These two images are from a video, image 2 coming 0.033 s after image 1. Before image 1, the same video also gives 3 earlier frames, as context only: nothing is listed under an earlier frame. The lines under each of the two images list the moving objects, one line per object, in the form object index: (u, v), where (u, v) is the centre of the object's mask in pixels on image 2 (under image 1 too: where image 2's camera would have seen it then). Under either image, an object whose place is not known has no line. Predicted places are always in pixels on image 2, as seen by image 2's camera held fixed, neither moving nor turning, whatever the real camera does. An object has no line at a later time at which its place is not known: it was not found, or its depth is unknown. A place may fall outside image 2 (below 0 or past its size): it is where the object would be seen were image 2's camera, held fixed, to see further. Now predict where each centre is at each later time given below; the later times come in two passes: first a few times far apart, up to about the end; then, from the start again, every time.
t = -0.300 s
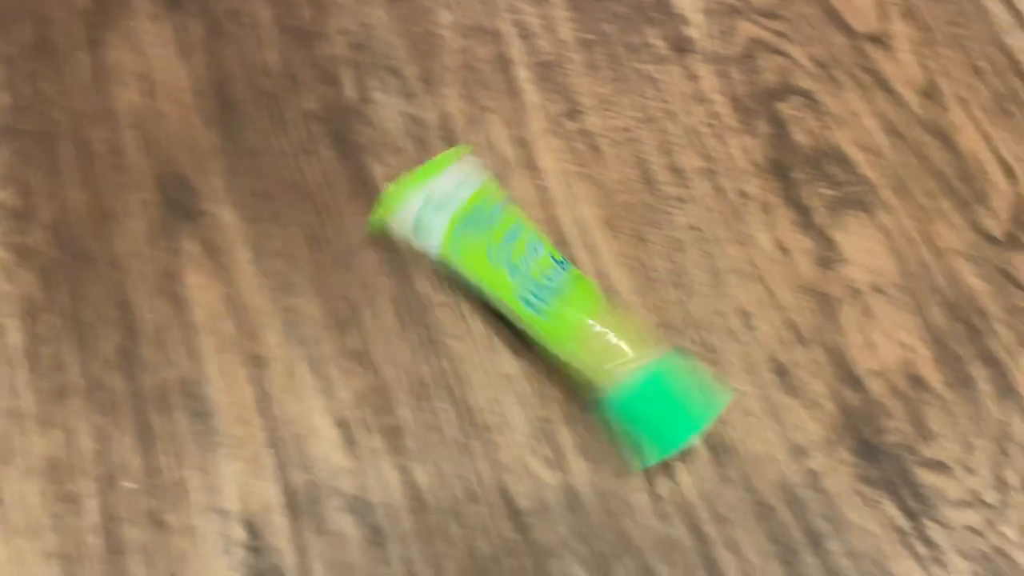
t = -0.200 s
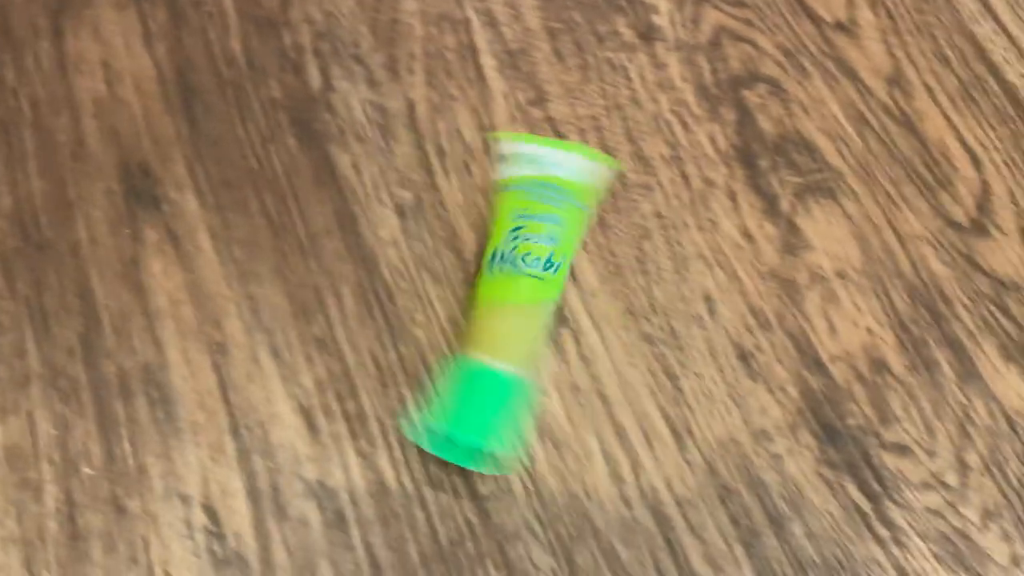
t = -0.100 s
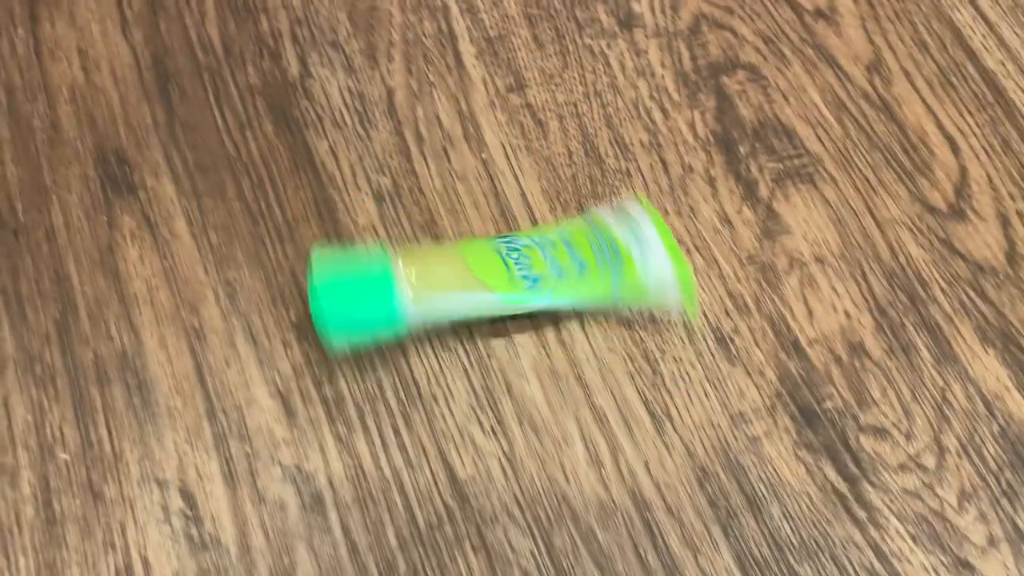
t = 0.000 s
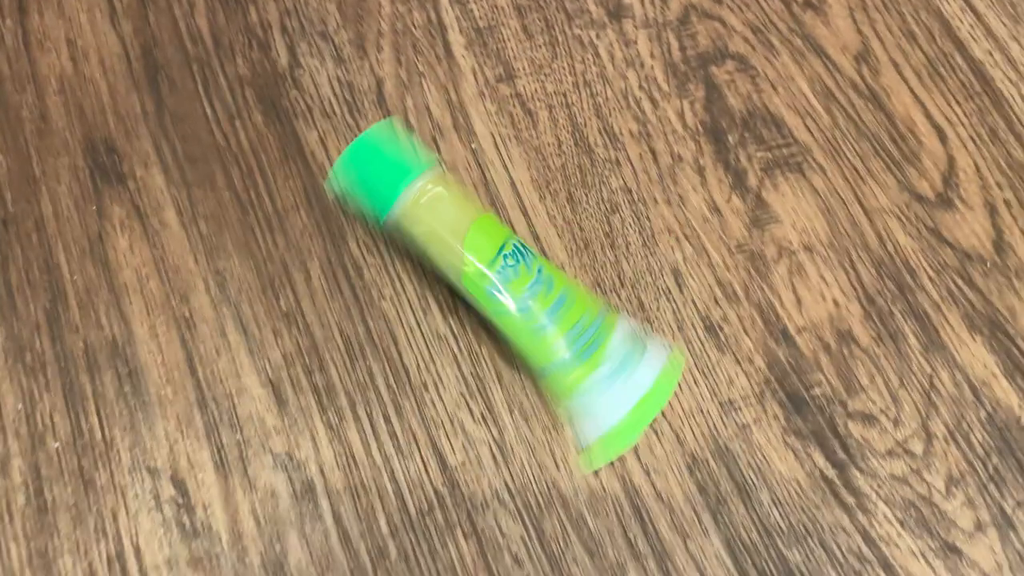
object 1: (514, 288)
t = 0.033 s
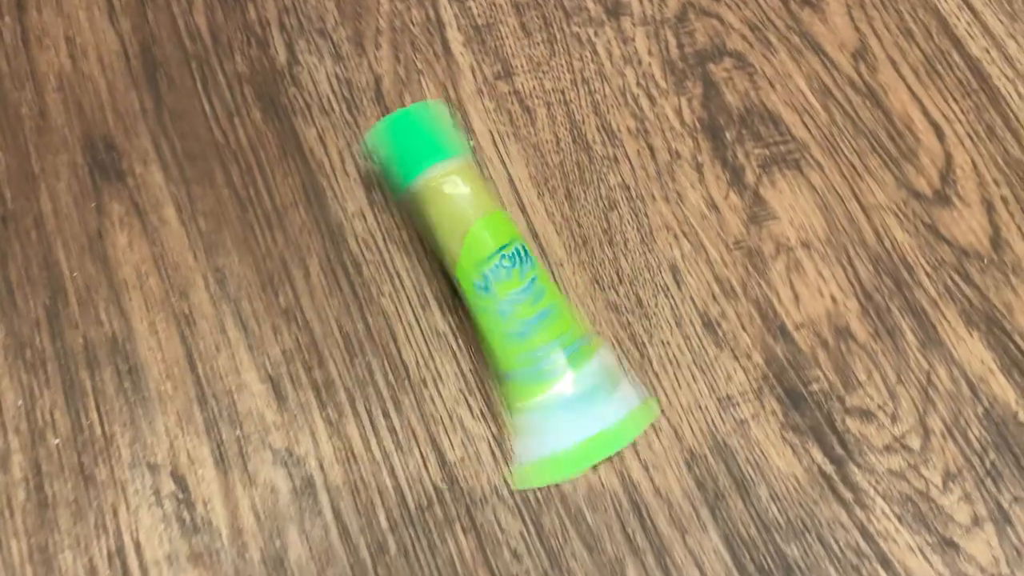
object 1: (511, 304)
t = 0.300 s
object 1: (462, 269)
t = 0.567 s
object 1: (486, 276)
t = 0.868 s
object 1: (480, 338)
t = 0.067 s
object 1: (499, 316)
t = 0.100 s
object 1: (483, 320)
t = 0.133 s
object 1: (466, 318)
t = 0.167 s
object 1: (453, 307)
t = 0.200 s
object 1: (447, 293)
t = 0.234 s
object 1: (448, 282)
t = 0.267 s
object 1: (455, 273)
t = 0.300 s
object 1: (462, 269)
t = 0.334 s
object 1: (473, 270)
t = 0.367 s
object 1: (481, 275)
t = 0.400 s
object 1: (484, 280)
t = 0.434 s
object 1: (484, 282)
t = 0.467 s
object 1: (483, 282)
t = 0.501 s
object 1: (481, 282)
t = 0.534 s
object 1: (481, 278)
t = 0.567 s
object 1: (486, 276)
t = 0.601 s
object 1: (492, 276)
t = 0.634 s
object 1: (499, 279)
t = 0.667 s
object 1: (506, 286)
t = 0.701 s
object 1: (509, 296)
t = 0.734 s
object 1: (512, 307)
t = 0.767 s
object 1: (510, 319)
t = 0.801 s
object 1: (503, 329)
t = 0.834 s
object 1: (493, 336)
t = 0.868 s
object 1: (480, 338)
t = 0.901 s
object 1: (468, 334)
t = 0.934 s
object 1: (459, 327)
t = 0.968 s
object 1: (454, 319)
